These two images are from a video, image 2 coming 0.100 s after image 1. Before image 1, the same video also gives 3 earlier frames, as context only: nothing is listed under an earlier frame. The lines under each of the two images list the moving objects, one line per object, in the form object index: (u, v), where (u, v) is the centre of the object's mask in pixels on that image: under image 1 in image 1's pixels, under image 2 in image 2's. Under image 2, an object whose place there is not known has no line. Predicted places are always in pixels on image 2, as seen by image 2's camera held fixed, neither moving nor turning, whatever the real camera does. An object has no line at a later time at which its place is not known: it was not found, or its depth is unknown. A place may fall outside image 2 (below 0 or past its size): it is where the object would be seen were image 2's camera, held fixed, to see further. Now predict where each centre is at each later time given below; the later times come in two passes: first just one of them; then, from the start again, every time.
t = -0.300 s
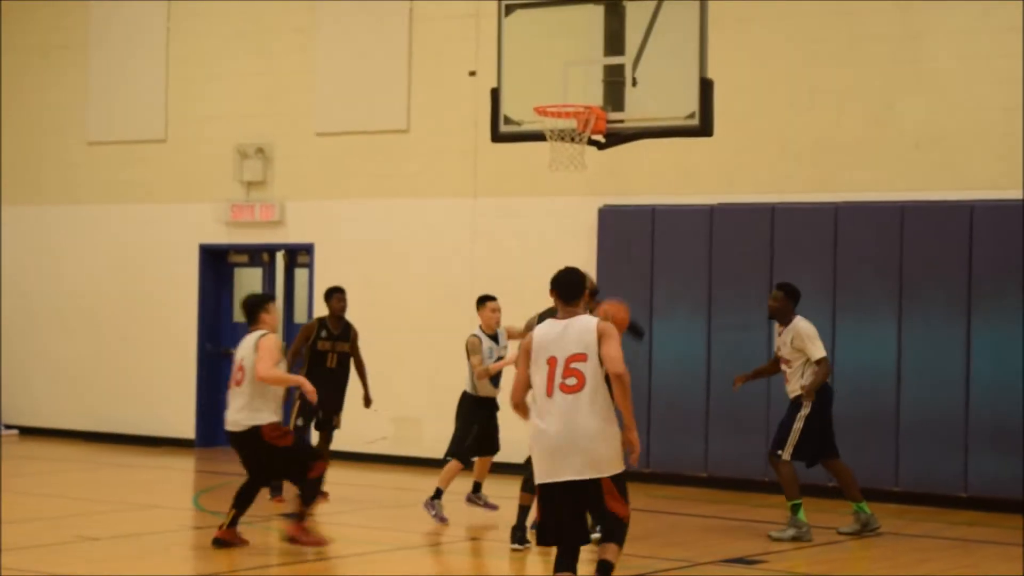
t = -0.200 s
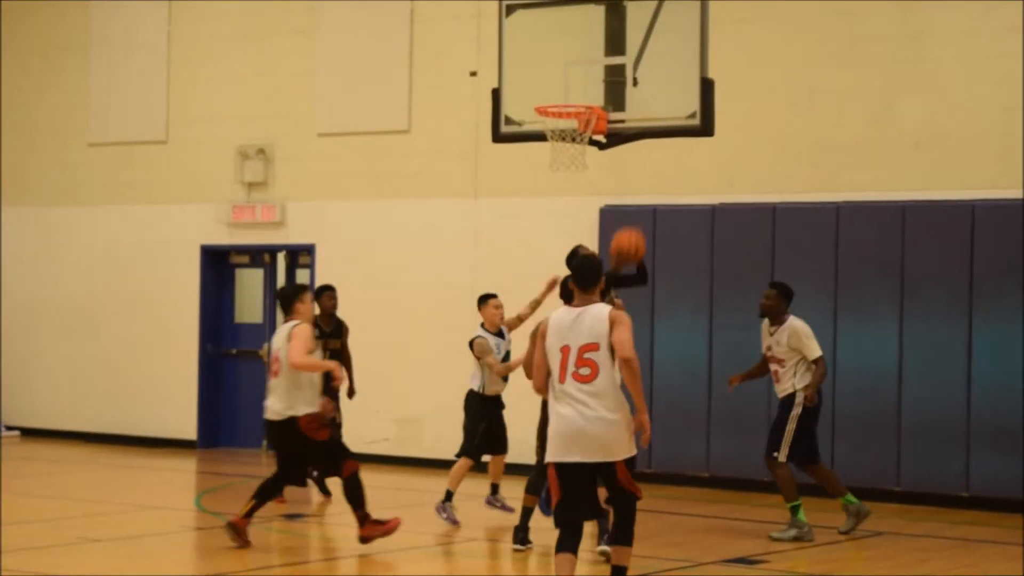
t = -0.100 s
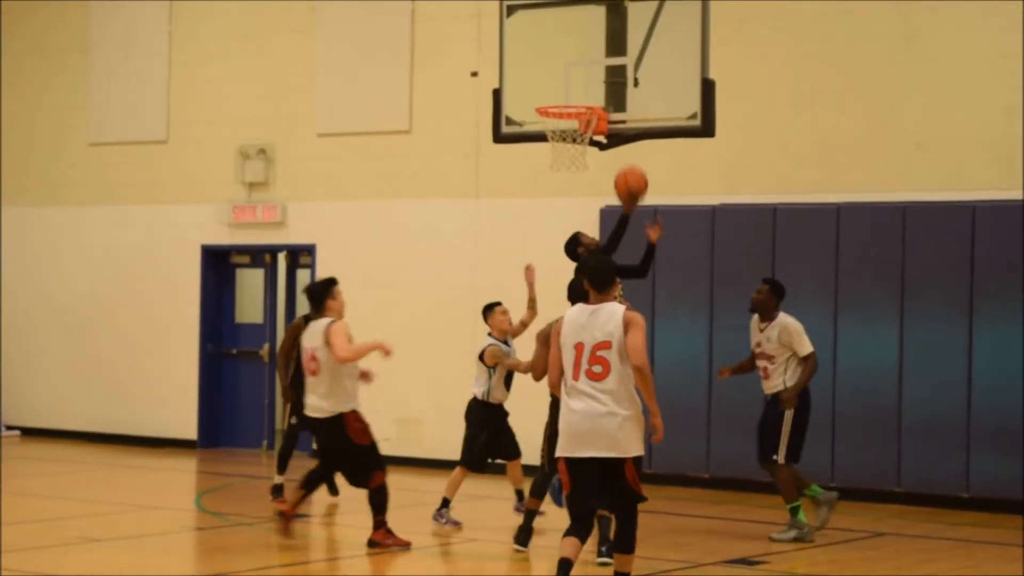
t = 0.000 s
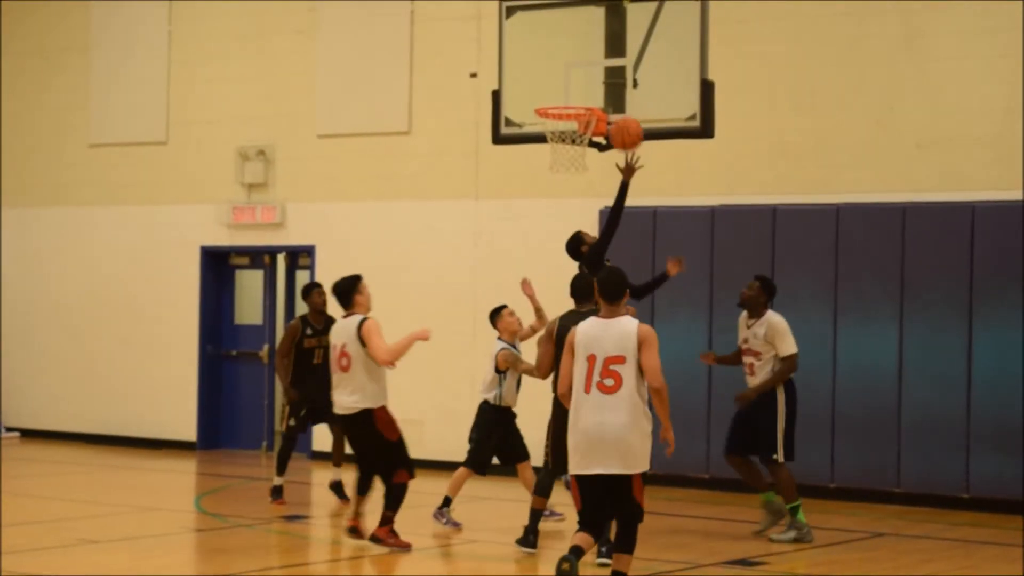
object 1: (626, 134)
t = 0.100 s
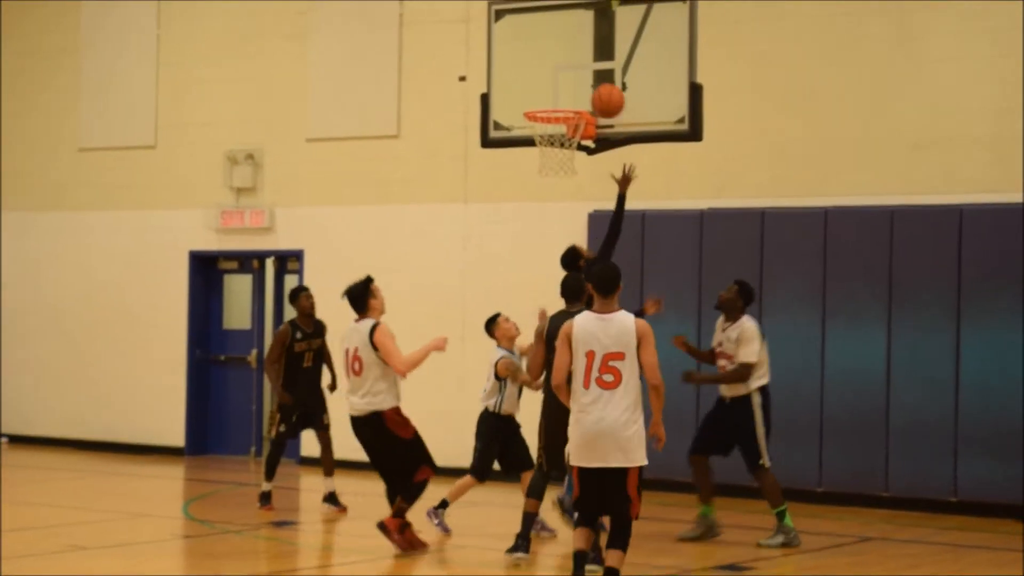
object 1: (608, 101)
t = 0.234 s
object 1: (600, 76)
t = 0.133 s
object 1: (605, 92)
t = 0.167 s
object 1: (604, 85)
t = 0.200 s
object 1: (602, 80)
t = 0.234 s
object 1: (600, 76)
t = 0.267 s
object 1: (599, 74)
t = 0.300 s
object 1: (595, 73)
